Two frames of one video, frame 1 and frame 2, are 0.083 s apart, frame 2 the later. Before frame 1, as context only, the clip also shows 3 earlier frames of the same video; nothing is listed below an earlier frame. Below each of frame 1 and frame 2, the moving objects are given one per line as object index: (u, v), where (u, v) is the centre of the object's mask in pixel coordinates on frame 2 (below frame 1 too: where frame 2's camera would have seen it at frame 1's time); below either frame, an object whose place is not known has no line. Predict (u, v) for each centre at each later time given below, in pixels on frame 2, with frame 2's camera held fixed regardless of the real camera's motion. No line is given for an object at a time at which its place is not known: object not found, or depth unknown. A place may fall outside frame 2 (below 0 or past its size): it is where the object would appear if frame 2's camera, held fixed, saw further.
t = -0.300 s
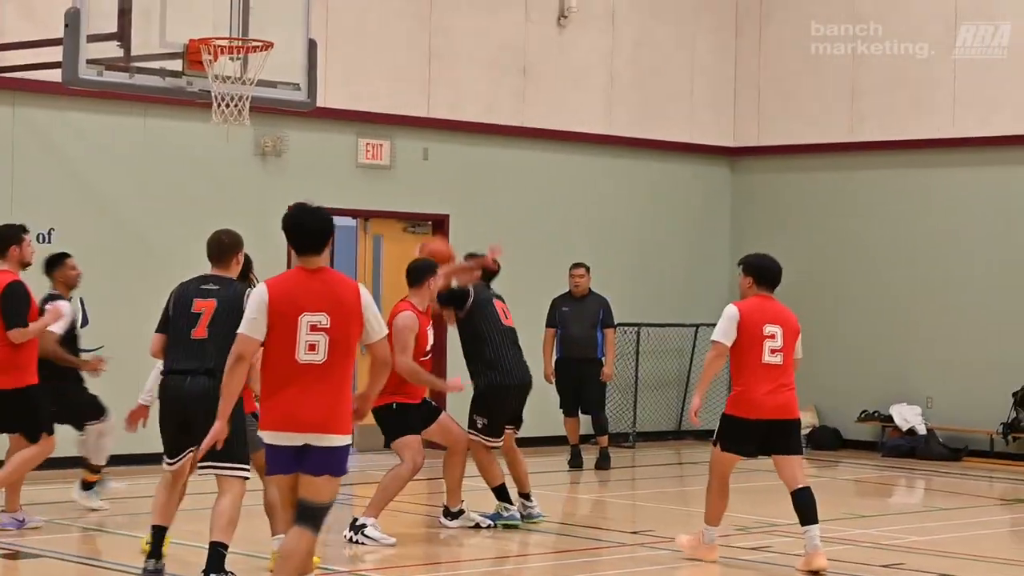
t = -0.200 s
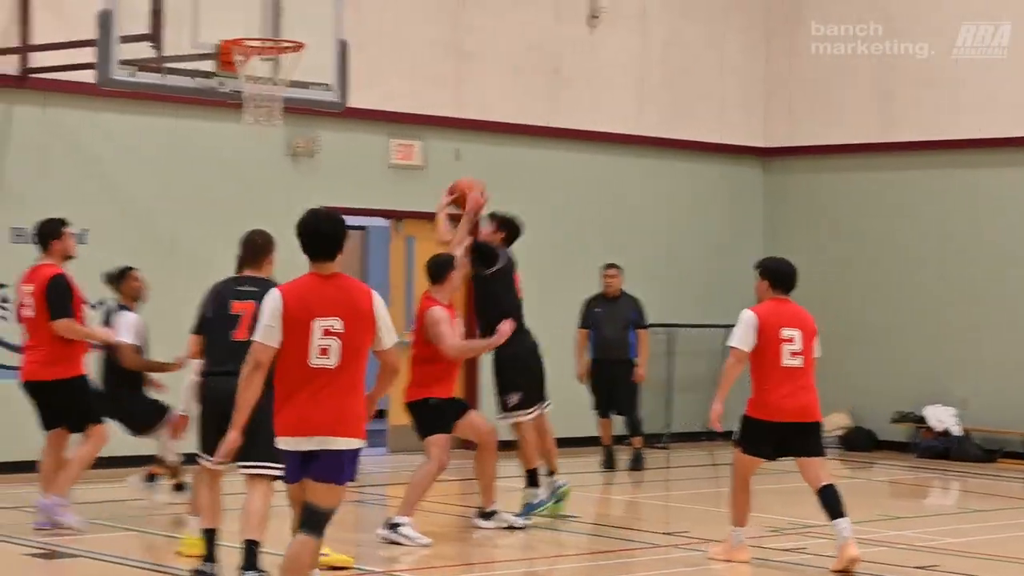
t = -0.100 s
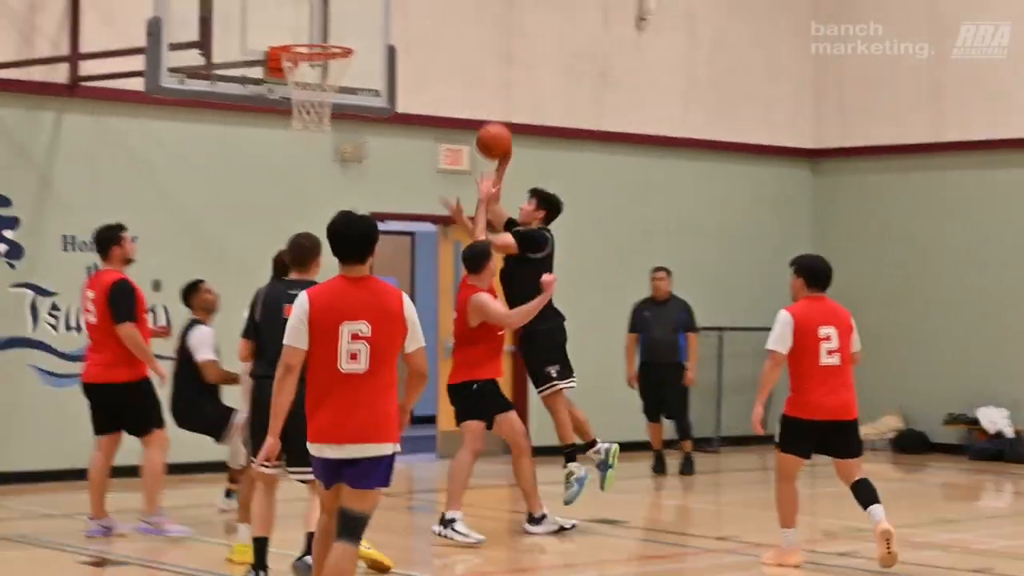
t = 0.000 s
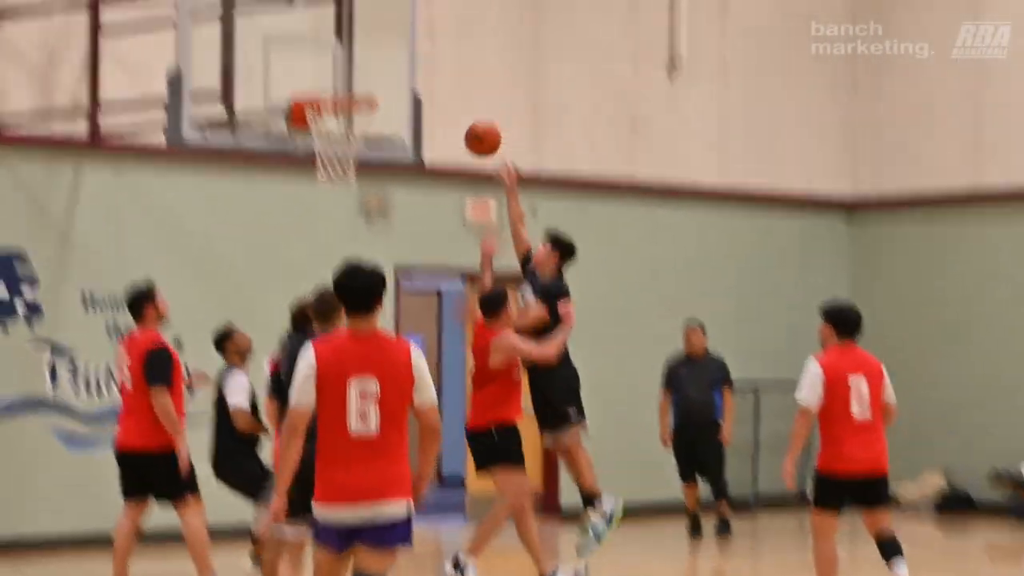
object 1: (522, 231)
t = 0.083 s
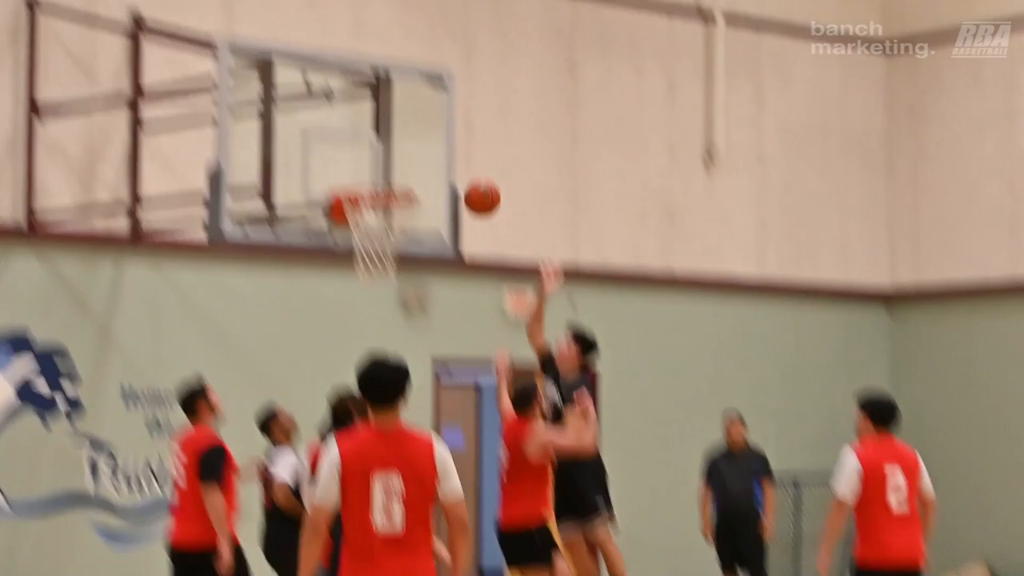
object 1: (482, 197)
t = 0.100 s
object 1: (474, 191)
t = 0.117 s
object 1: (467, 187)
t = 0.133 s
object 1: (459, 183)
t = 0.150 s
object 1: (451, 178)
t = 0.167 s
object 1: (444, 175)
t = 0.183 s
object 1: (436, 171)
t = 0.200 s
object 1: (428, 168)
